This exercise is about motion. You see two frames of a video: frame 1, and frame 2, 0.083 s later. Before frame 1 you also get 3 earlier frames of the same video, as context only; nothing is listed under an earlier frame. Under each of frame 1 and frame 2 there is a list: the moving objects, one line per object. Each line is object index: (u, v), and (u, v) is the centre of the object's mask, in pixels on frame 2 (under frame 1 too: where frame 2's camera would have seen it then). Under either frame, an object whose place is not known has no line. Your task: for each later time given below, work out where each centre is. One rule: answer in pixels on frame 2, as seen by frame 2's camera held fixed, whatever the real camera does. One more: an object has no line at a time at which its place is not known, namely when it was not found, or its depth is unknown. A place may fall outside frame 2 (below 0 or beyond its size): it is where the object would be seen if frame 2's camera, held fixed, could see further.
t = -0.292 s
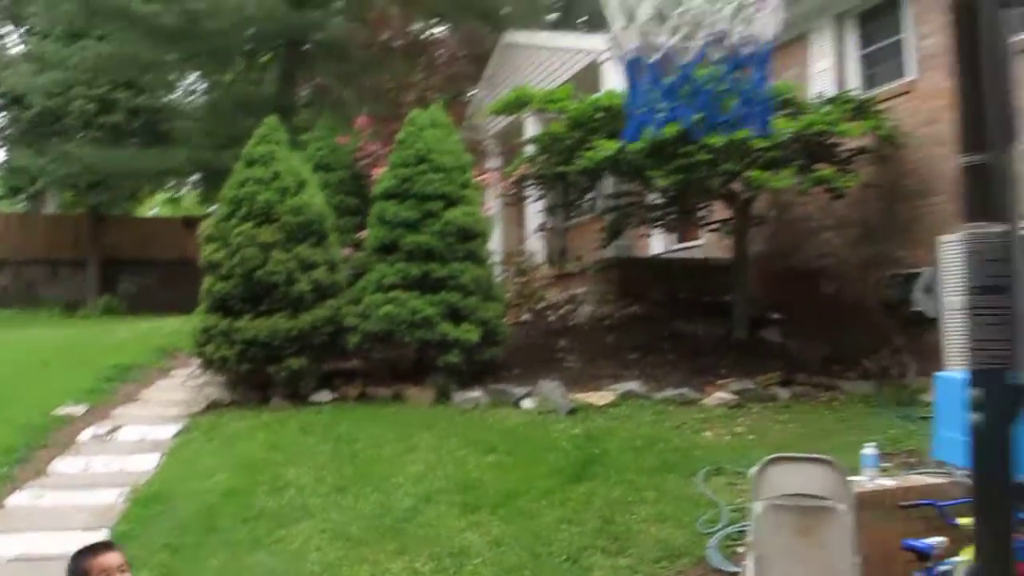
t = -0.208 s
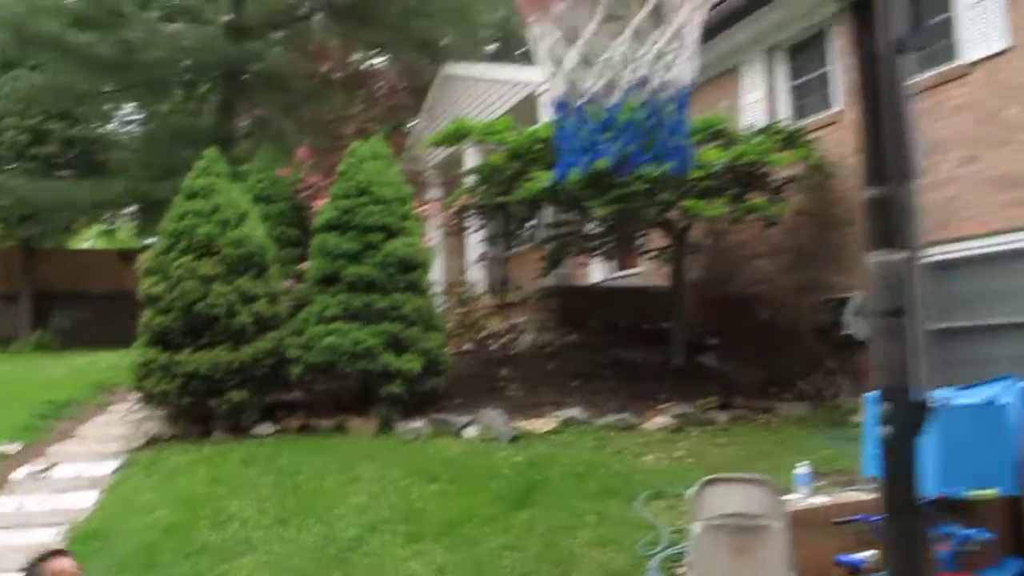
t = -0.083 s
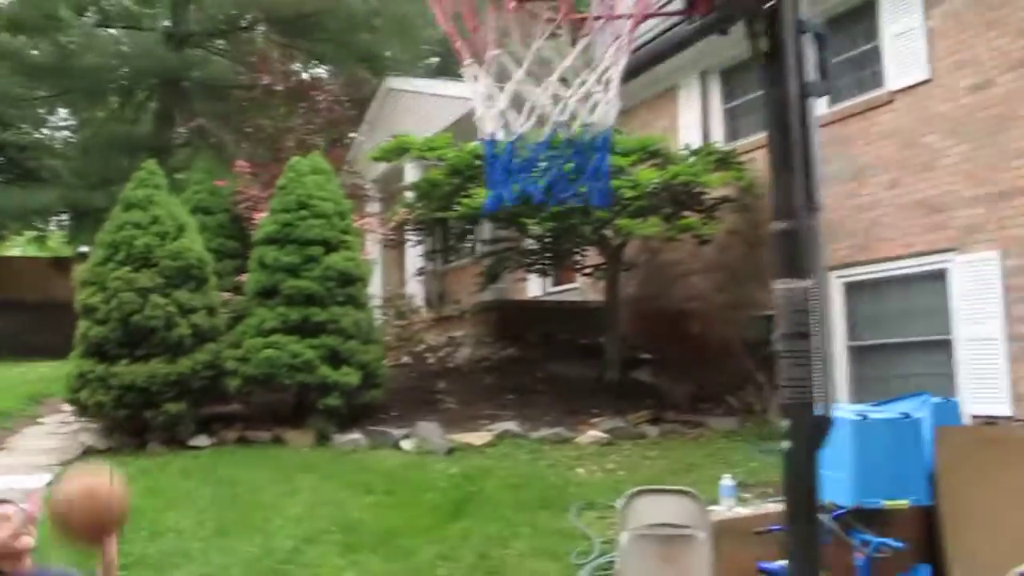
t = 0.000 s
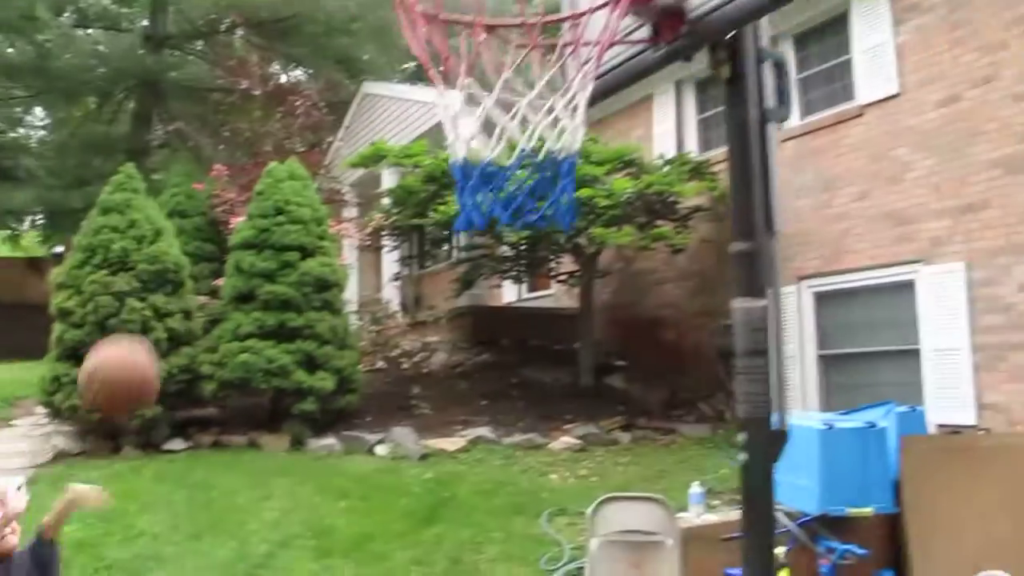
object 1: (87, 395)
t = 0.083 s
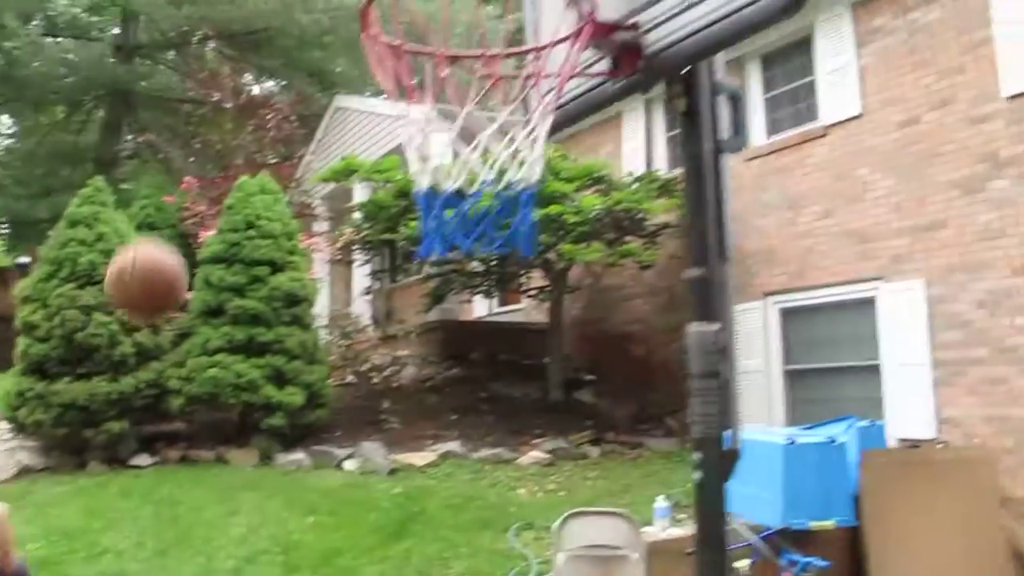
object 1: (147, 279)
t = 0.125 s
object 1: (178, 228)
